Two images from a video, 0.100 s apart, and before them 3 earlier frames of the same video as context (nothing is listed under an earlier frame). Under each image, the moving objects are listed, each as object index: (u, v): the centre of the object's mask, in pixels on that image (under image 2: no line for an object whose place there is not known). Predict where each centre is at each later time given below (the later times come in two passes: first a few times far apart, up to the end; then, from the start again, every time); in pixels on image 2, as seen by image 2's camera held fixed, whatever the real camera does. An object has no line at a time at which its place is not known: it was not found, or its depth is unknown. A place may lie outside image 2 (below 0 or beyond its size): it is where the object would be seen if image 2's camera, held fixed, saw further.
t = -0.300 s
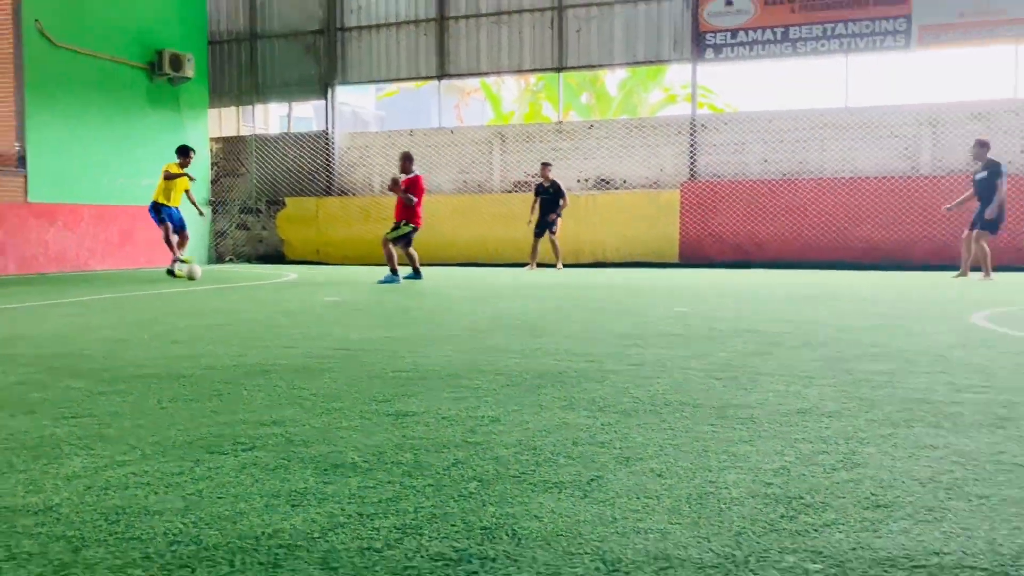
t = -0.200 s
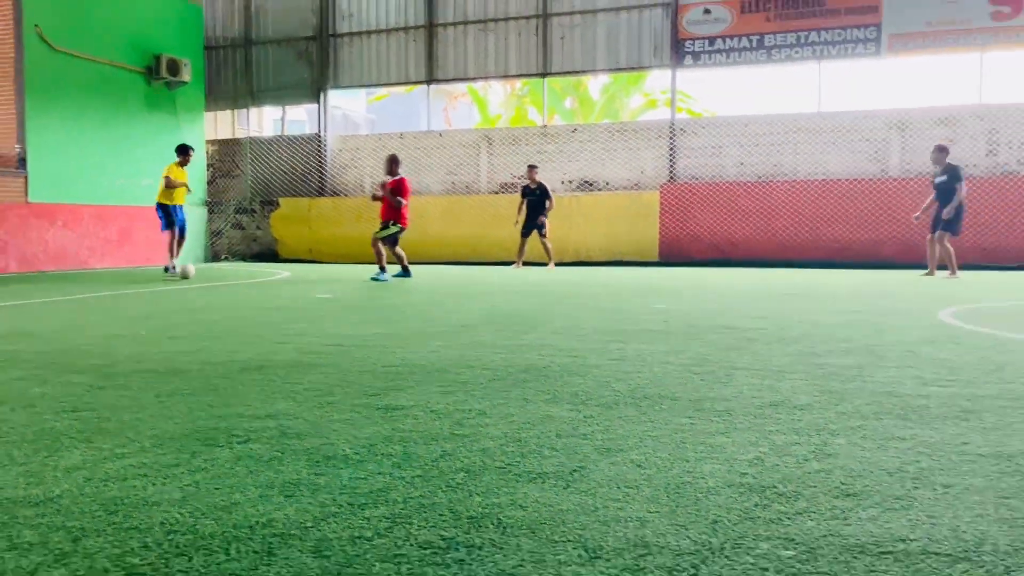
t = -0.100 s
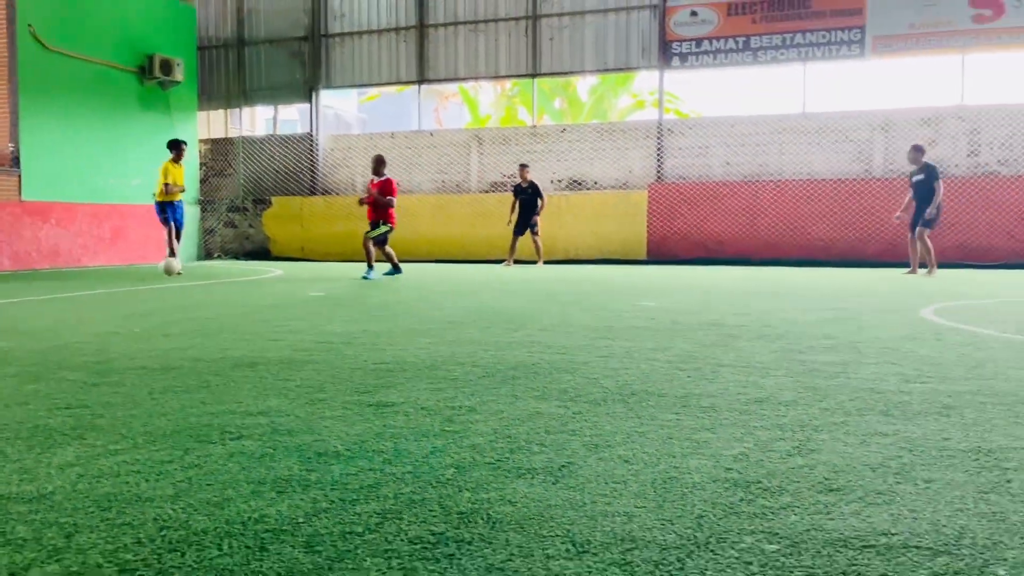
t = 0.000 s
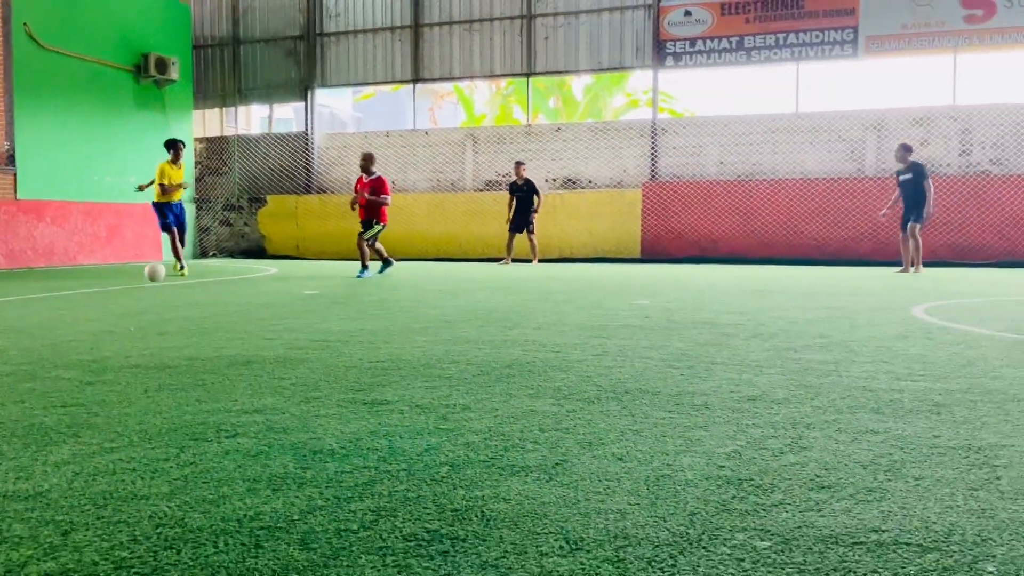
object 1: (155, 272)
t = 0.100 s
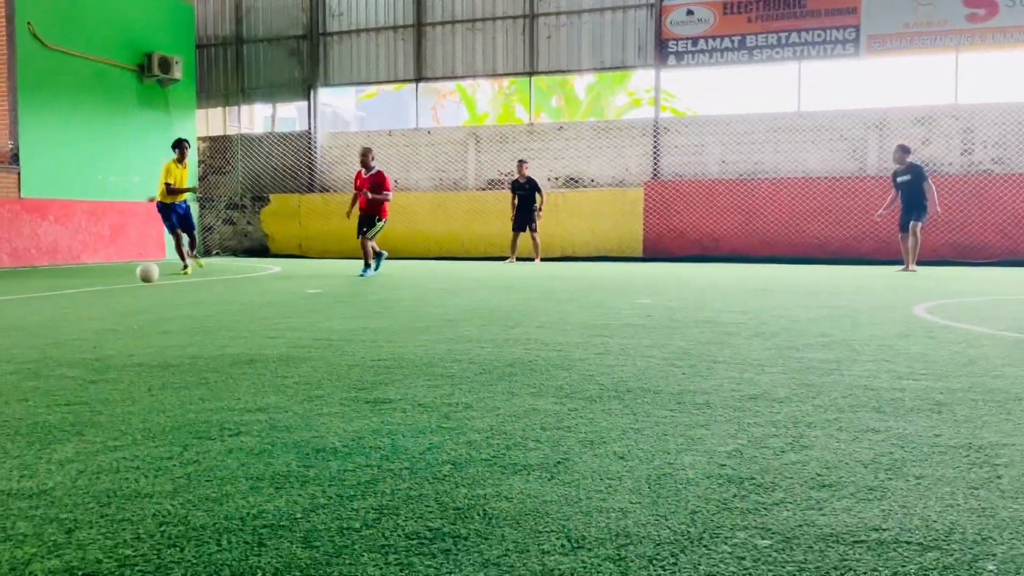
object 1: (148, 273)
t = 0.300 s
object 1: (128, 288)
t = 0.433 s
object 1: (119, 297)
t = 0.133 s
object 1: (144, 274)
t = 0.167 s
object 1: (141, 277)
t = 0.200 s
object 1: (138, 281)
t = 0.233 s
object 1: (134, 285)
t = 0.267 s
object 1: (131, 286)
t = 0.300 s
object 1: (128, 288)
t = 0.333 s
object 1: (125, 292)
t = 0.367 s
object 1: (124, 294)
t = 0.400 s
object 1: (121, 295)
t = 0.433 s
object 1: (119, 297)
